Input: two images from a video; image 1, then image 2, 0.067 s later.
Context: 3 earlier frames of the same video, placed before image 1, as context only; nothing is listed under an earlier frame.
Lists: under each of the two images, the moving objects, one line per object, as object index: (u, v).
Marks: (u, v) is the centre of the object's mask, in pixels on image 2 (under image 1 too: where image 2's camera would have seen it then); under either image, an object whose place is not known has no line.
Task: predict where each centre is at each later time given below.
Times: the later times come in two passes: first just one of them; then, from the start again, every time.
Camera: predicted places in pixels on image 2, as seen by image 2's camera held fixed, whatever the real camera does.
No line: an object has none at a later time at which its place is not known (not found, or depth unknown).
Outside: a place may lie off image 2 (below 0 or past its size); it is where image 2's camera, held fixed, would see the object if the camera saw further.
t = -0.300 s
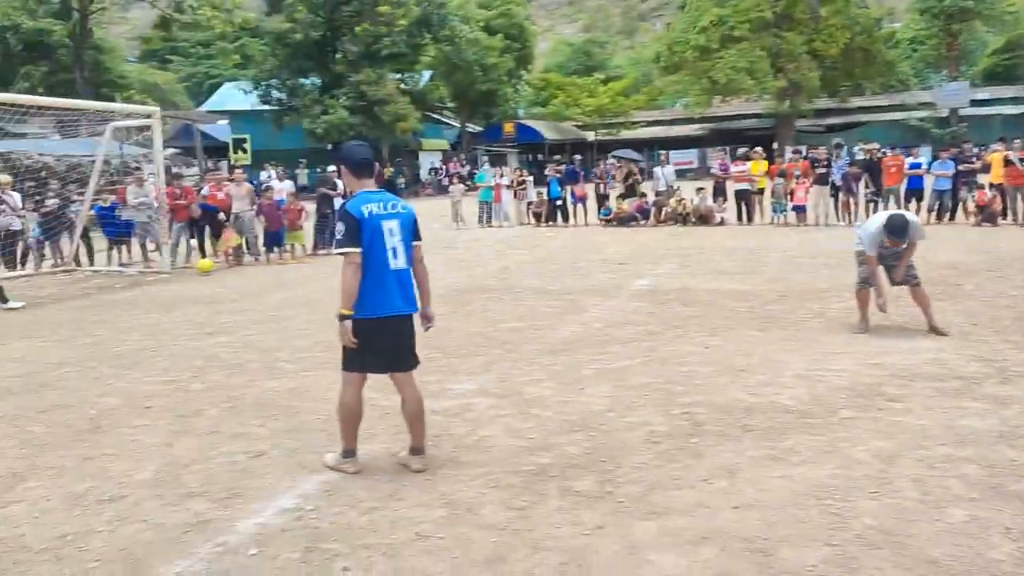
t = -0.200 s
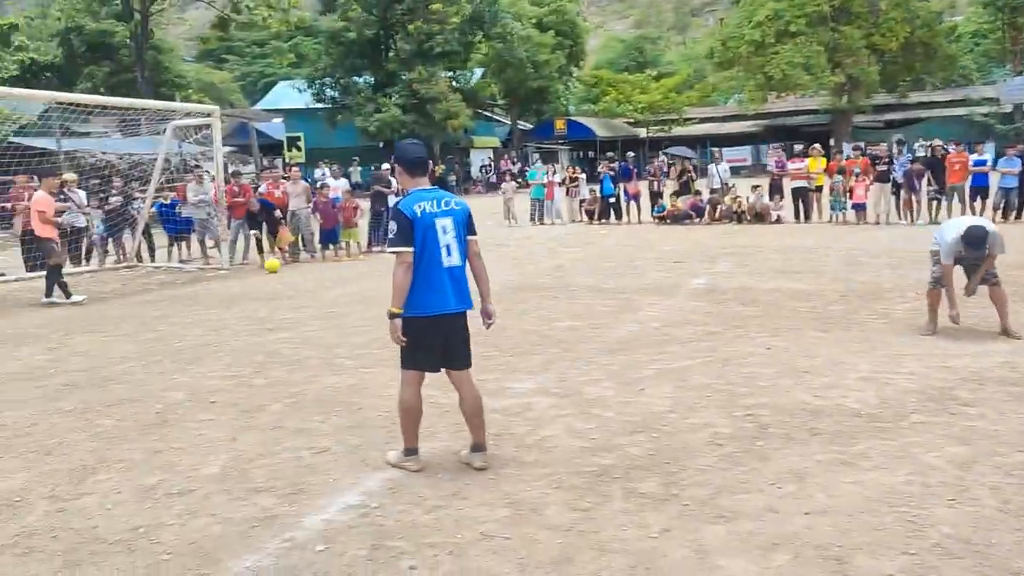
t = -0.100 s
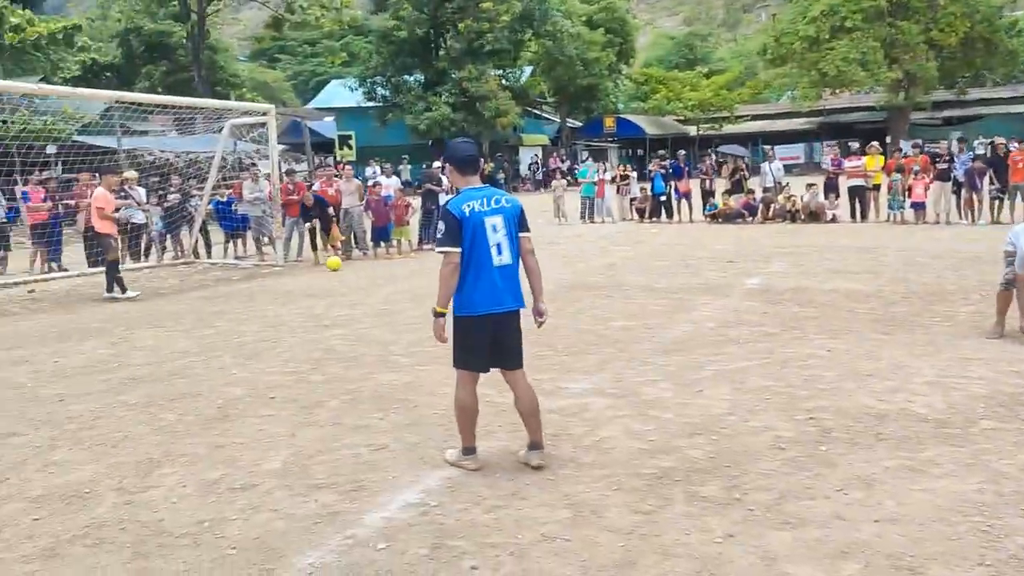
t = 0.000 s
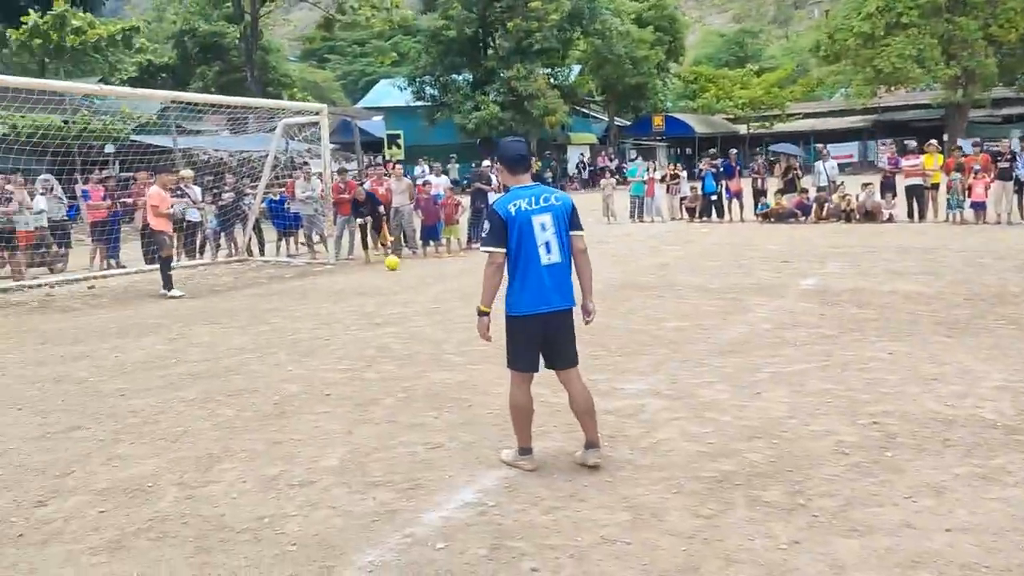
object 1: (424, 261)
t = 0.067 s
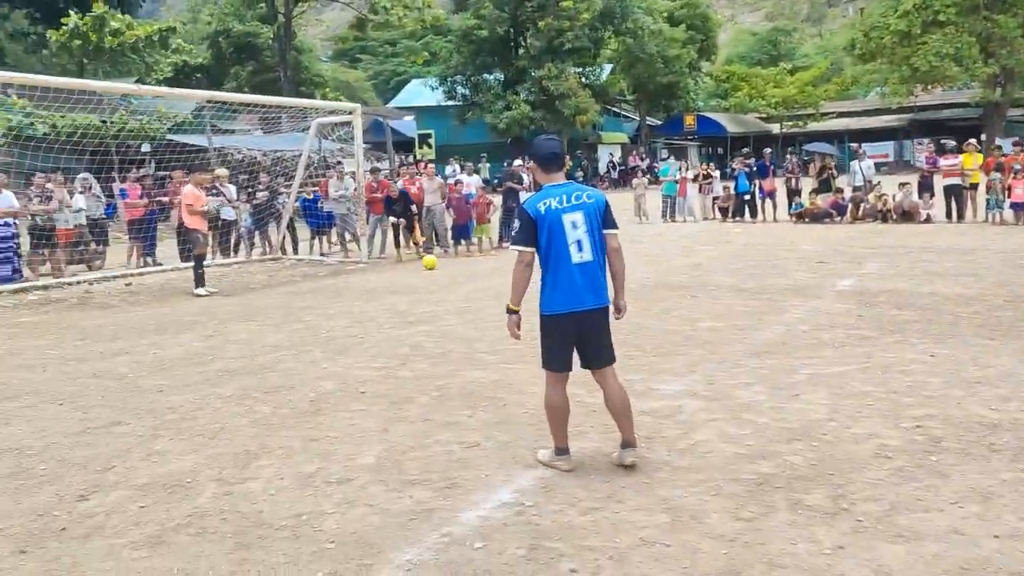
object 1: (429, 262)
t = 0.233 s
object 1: (443, 263)
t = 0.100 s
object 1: (432, 262)
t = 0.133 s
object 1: (435, 263)
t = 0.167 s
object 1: (437, 262)
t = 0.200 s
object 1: (440, 262)
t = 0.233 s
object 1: (443, 263)
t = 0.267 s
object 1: (446, 264)
